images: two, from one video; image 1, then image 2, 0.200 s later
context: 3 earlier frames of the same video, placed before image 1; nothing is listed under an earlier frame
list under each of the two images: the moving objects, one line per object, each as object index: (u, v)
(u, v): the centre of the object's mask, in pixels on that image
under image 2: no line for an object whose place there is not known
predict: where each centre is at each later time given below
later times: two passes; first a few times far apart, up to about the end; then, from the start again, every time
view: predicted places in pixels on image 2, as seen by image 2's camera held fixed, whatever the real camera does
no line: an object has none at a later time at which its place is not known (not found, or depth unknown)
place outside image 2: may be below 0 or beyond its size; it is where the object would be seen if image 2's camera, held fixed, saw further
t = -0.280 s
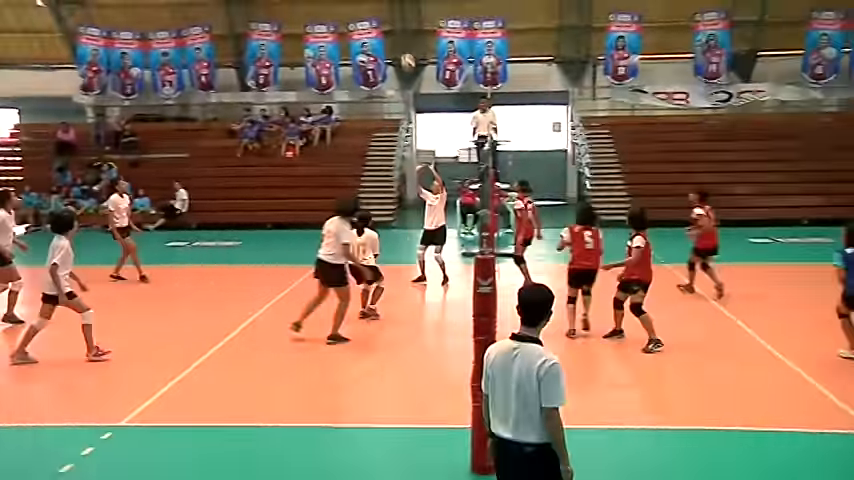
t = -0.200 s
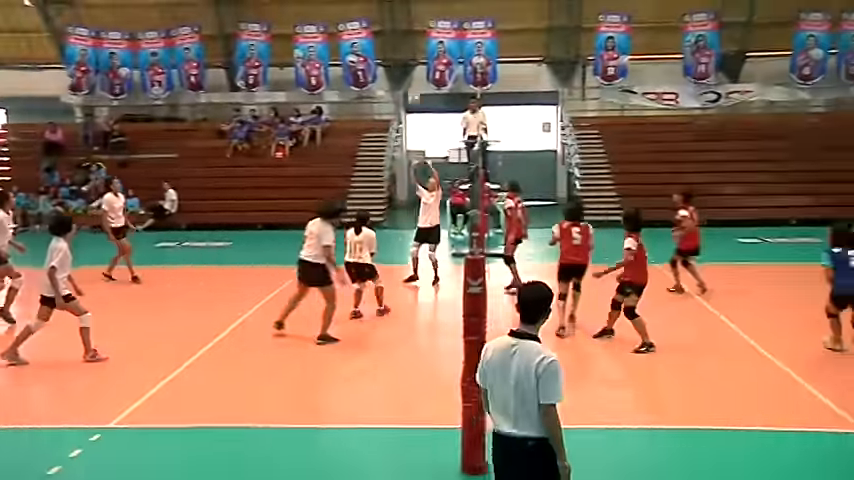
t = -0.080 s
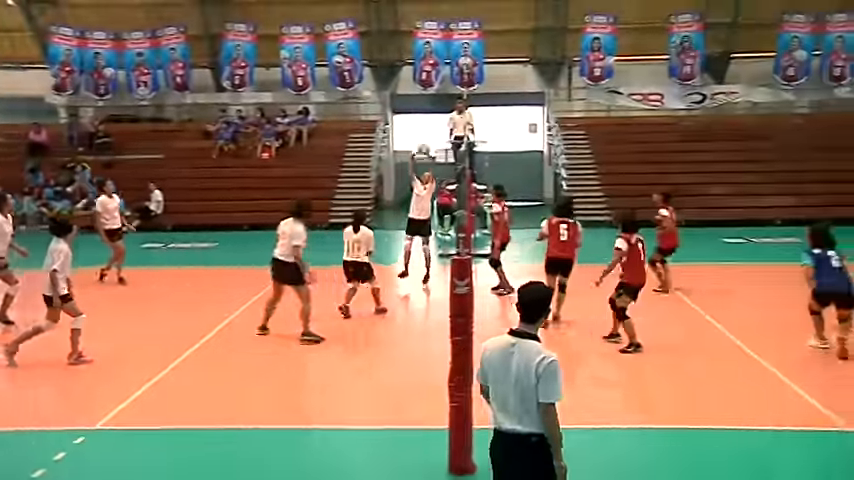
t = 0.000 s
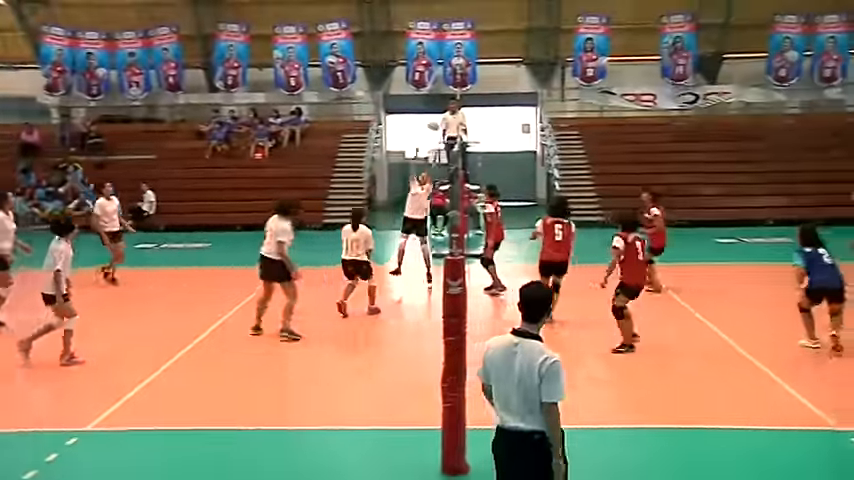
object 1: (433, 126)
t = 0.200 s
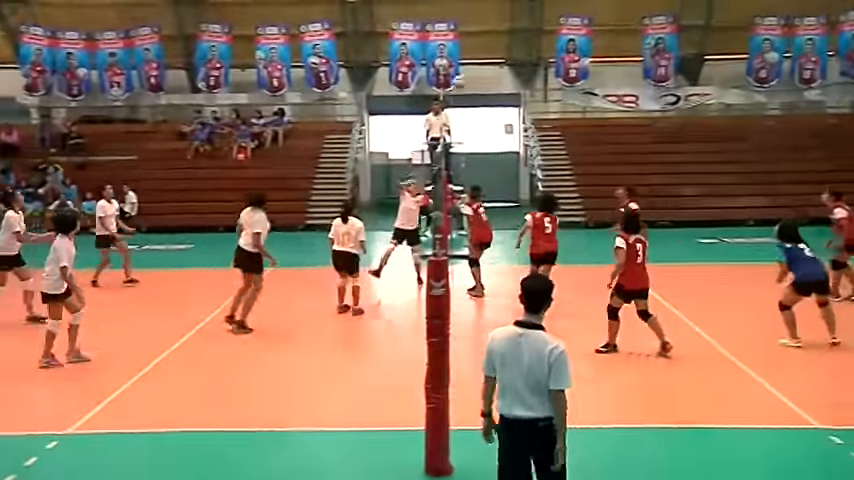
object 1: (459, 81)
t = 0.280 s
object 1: (476, 73)
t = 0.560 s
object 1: (538, 72)
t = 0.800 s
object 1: (589, 113)
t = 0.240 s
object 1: (466, 77)
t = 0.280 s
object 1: (476, 73)
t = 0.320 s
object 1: (485, 69)
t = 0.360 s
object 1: (494, 67)
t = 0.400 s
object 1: (502, 66)
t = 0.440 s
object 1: (512, 66)
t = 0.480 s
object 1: (520, 66)
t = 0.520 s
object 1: (529, 69)
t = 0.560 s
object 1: (538, 72)
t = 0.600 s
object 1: (545, 75)
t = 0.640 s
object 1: (554, 79)
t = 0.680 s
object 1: (565, 86)
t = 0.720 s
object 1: (573, 94)
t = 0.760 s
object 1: (580, 102)
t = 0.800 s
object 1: (589, 113)
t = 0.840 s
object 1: (599, 127)
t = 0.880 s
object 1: (607, 139)
